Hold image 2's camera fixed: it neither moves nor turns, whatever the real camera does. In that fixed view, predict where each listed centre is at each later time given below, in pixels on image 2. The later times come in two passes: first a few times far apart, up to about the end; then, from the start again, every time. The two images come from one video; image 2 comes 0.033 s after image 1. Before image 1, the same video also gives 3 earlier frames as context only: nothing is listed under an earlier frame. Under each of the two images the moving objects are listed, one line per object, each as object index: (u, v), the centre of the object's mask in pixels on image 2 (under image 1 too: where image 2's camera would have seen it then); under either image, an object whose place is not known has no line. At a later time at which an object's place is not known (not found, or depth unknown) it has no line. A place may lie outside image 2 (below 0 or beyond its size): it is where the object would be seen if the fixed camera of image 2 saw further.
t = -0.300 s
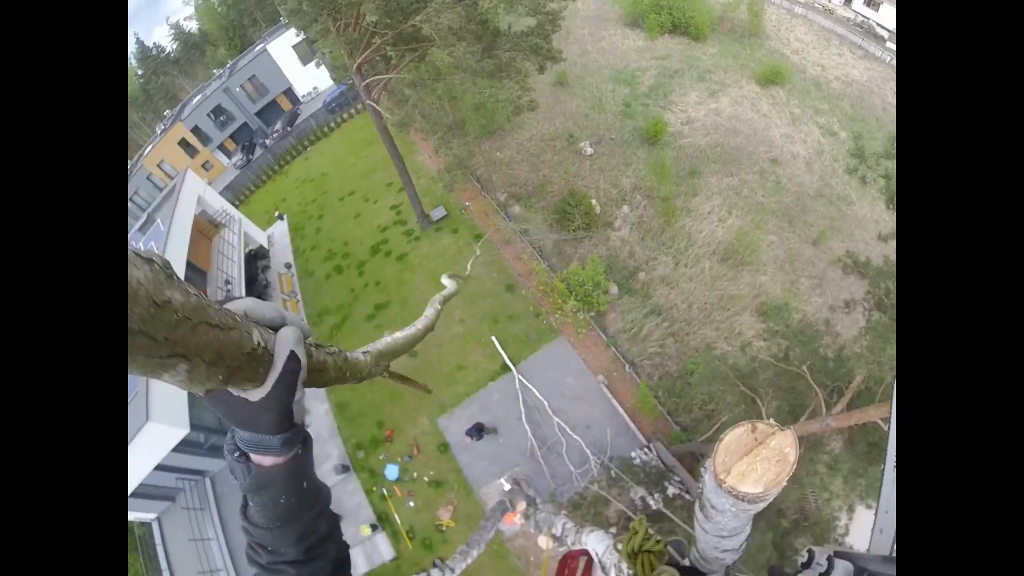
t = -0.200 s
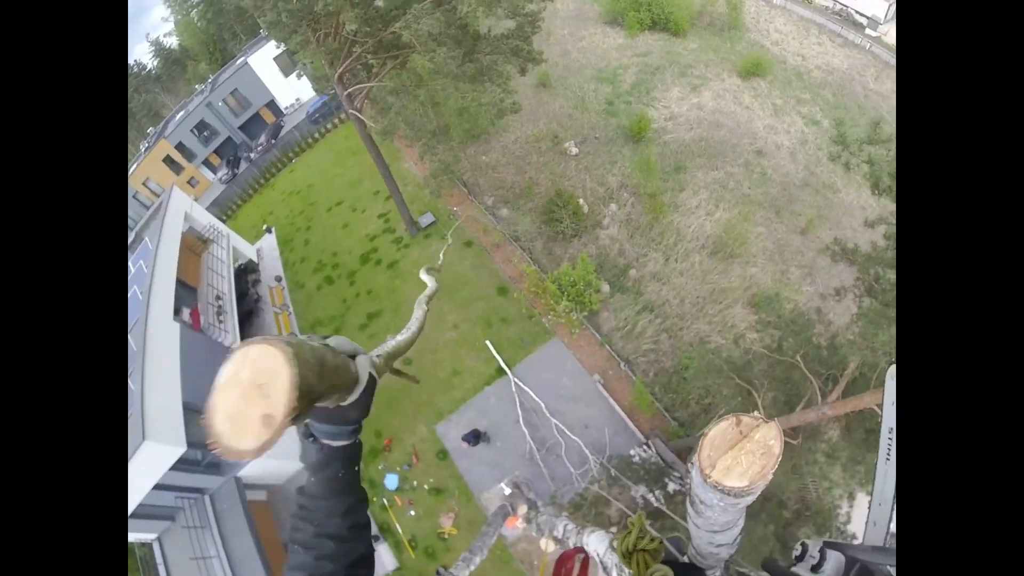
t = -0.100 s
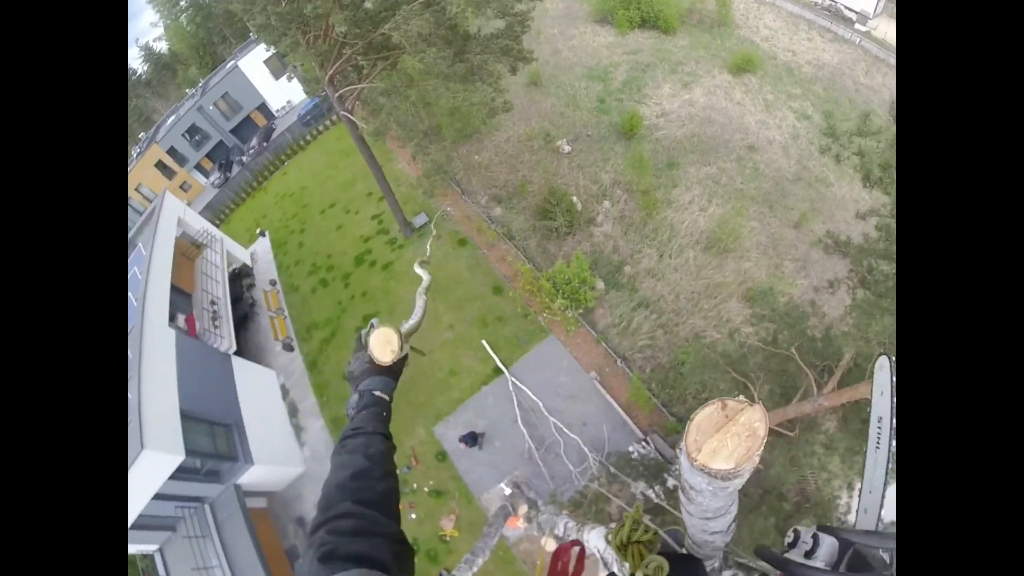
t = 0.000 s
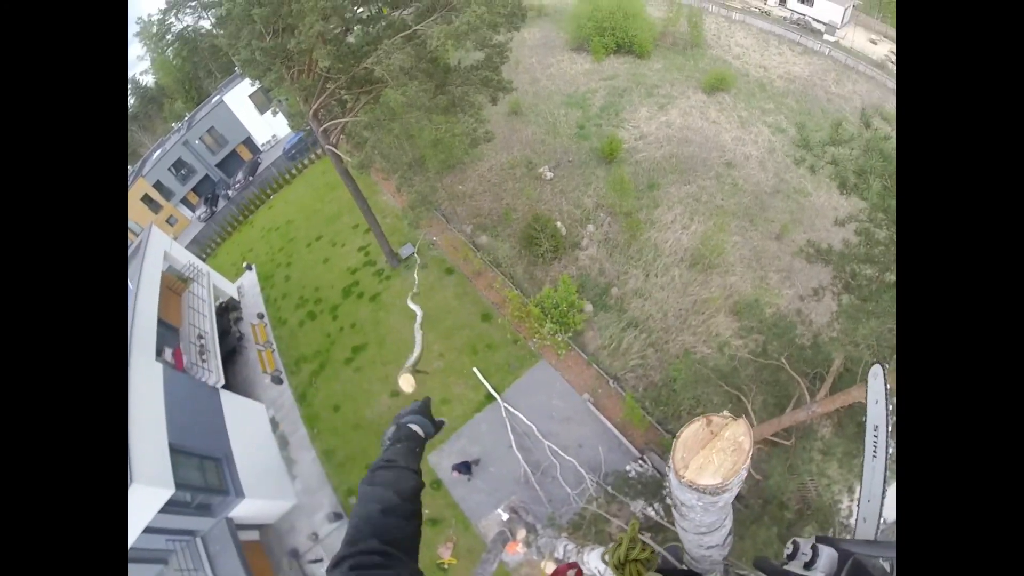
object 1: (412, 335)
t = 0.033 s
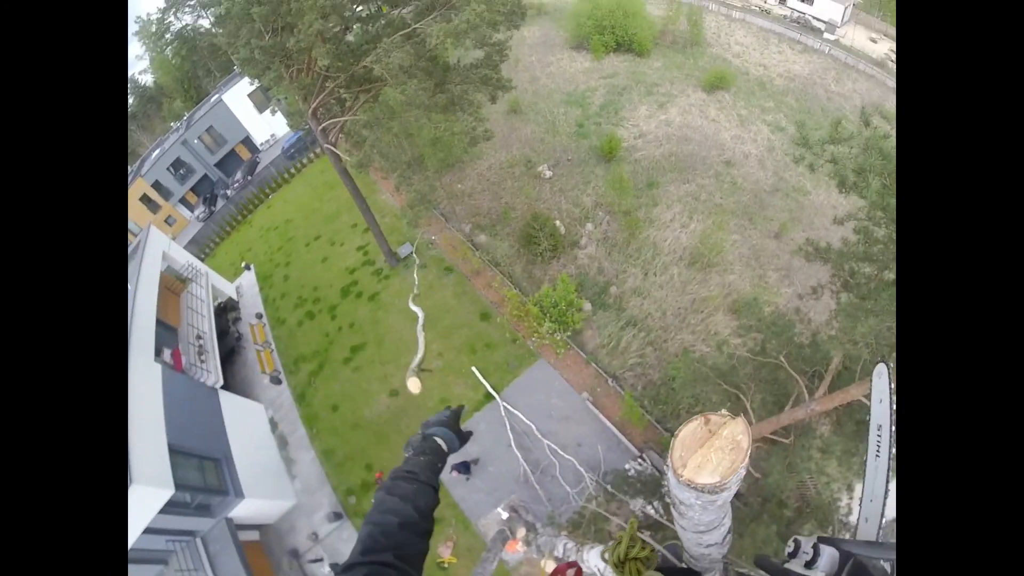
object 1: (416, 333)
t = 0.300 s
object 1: (446, 335)
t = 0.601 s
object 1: (469, 348)
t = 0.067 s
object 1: (421, 331)
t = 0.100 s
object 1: (425, 333)
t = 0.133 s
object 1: (430, 331)
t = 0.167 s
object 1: (433, 331)
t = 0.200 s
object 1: (436, 331)
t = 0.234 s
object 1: (439, 333)
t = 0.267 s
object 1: (442, 333)
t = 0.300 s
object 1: (446, 335)
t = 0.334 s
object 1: (449, 337)
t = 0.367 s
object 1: (451, 338)
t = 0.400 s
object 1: (455, 341)
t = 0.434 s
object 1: (456, 341)
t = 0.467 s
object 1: (459, 343)
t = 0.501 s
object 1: (463, 346)
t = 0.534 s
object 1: (465, 348)
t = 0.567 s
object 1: (467, 348)
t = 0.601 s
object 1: (469, 348)
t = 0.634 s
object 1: (470, 348)
